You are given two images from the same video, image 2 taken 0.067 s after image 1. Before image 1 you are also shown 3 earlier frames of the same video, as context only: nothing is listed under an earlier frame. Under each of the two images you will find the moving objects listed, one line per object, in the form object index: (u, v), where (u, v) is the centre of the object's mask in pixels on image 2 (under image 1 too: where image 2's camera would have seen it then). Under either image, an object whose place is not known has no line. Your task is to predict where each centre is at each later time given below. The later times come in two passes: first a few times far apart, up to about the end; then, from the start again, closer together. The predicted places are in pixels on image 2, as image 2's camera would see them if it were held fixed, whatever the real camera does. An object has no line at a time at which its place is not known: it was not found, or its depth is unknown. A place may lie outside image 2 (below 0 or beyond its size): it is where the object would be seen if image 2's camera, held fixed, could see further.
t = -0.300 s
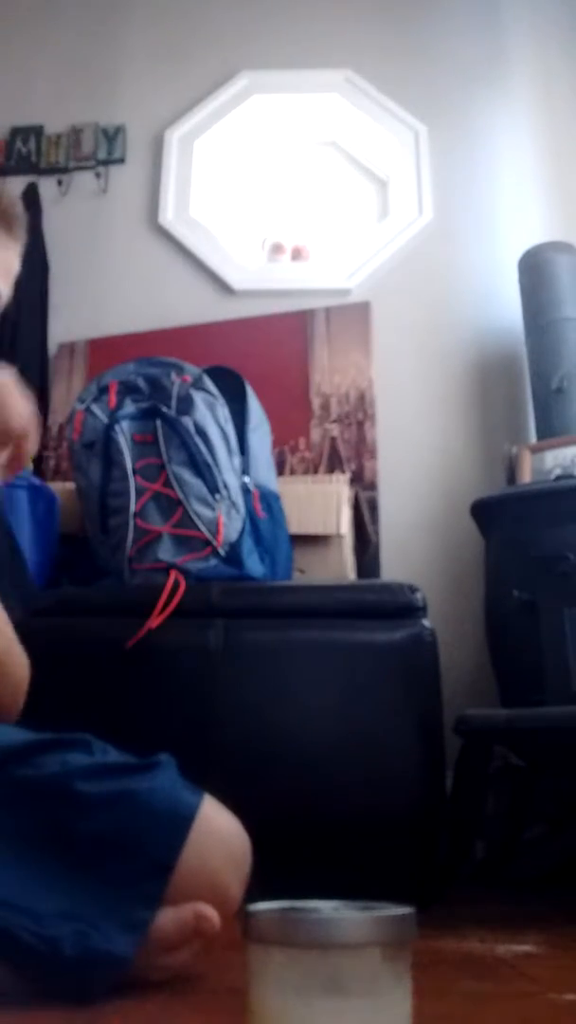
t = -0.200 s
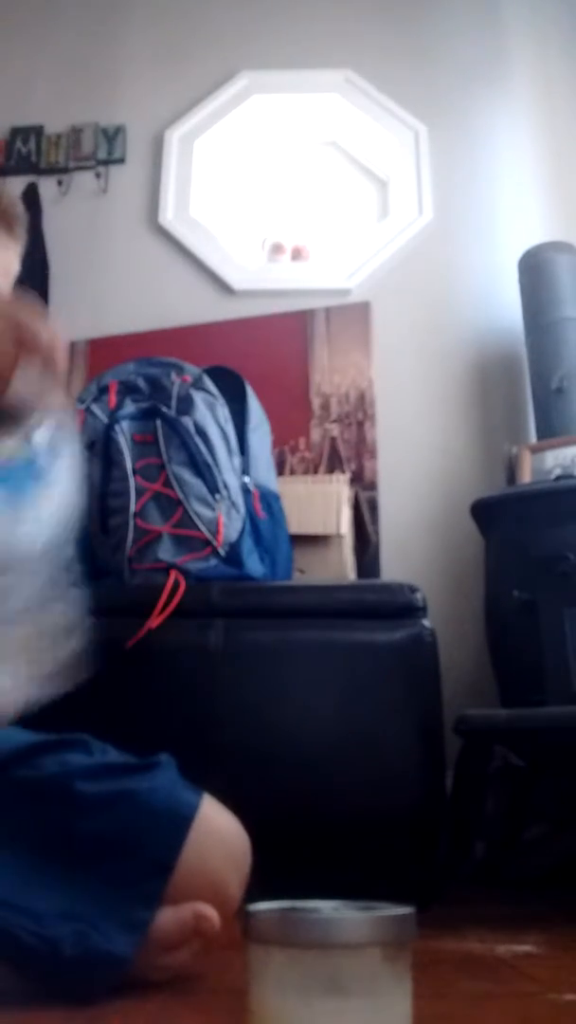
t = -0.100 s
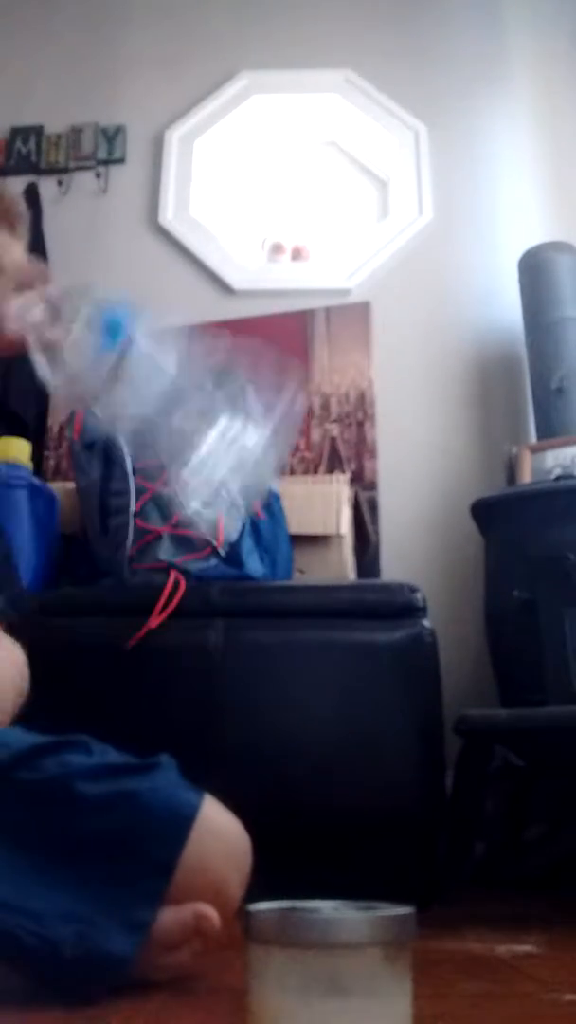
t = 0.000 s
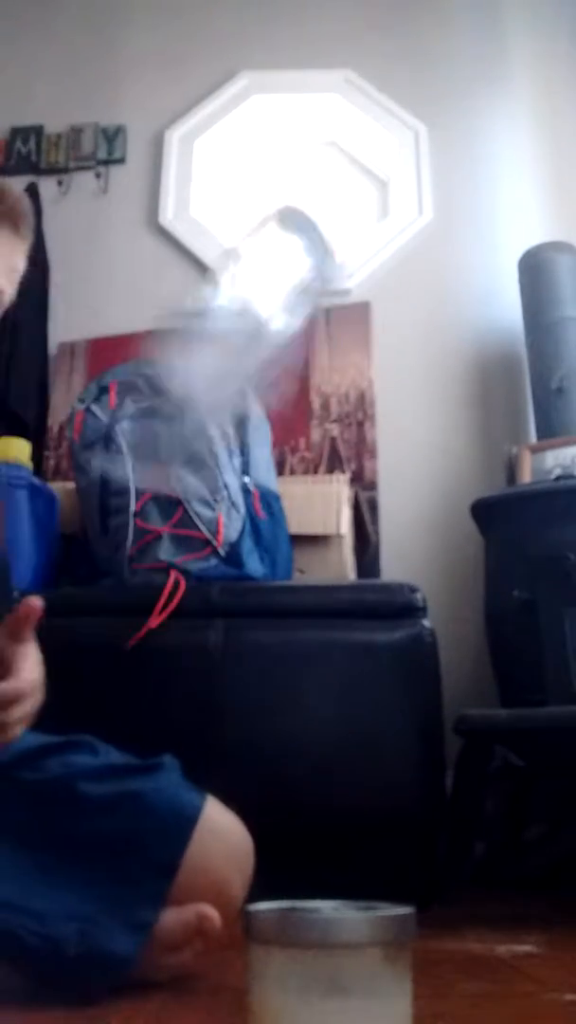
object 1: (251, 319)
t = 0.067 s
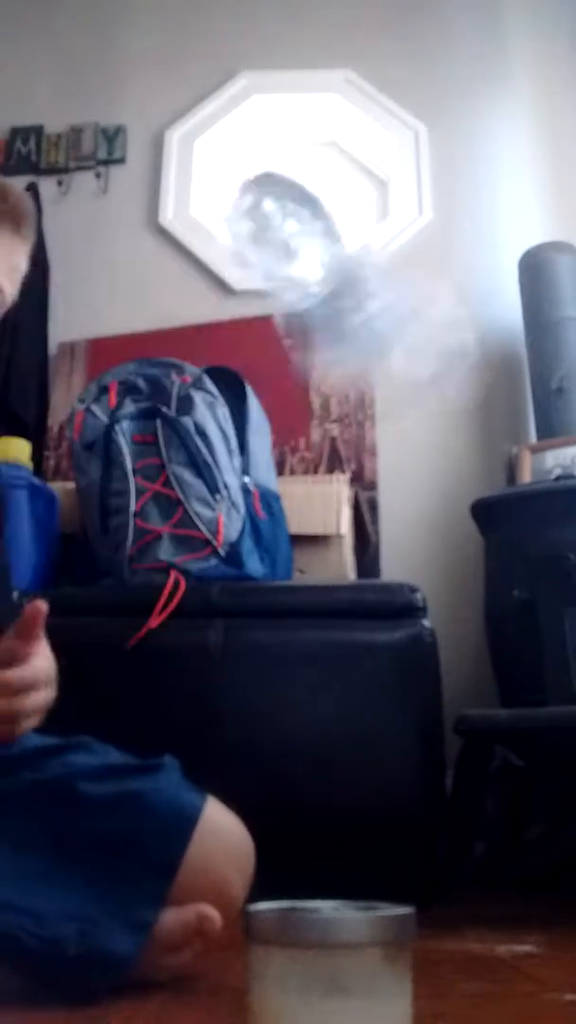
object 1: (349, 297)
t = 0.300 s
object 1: (360, 619)
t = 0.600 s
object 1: (341, 785)
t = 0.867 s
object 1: (354, 788)
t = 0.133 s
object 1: (372, 271)
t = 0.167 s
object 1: (364, 283)
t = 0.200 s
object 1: (361, 325)
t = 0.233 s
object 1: (358, 390)
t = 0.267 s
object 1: (357, 497)
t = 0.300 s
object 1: (360, 619)
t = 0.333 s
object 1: (371, 731)
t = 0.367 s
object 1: (372, 789)
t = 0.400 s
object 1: (351, 786)
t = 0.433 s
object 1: (338, 789)
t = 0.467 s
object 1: (325, 787)
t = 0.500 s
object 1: (317, 789)
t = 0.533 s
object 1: (316, 788)
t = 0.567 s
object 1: (324, 786)
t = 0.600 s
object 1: (341, 785)
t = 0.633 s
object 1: (347, 786)
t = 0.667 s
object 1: (345, 786)
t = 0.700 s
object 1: (352, 788)
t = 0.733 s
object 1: (353, 788)
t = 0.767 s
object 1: (356, 787)
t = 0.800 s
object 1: (354, 788)
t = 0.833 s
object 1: (355, 788)
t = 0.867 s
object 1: (354, 788)
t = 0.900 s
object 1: (354, 788)
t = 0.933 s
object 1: (354, 788)
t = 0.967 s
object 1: (354, 788)
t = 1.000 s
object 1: (354, 788)
